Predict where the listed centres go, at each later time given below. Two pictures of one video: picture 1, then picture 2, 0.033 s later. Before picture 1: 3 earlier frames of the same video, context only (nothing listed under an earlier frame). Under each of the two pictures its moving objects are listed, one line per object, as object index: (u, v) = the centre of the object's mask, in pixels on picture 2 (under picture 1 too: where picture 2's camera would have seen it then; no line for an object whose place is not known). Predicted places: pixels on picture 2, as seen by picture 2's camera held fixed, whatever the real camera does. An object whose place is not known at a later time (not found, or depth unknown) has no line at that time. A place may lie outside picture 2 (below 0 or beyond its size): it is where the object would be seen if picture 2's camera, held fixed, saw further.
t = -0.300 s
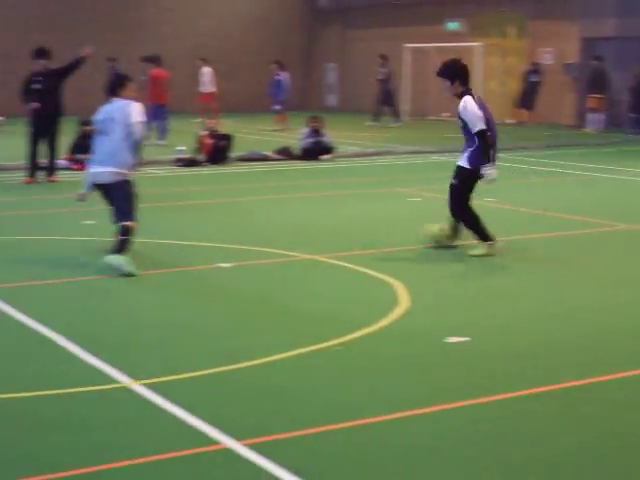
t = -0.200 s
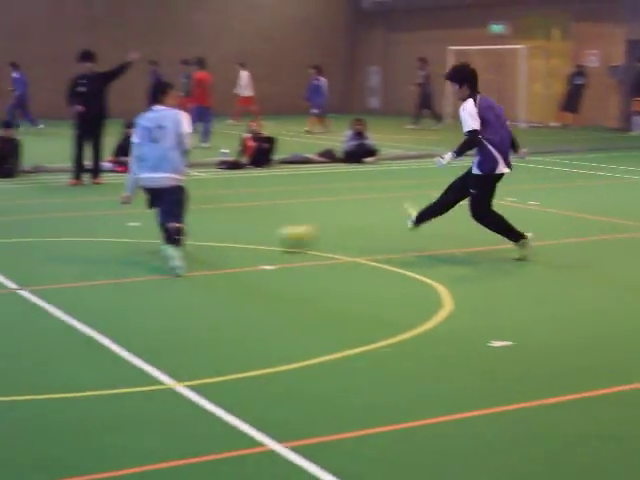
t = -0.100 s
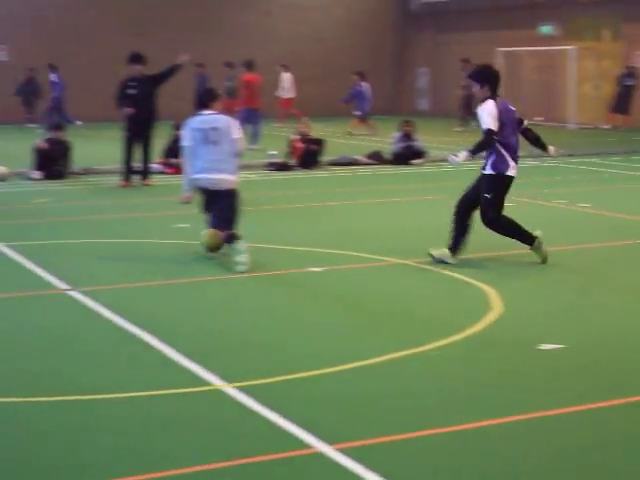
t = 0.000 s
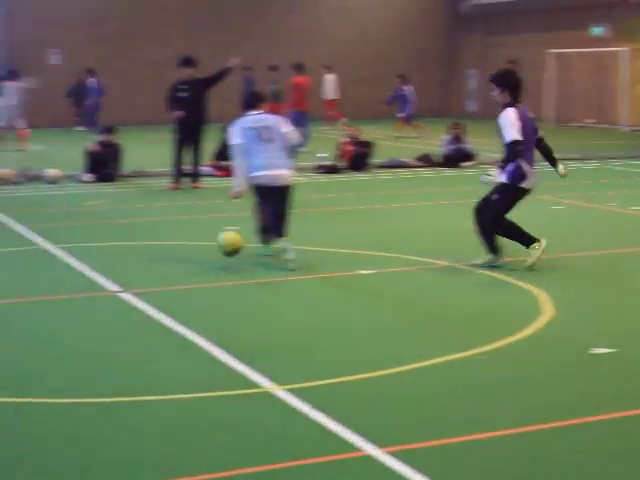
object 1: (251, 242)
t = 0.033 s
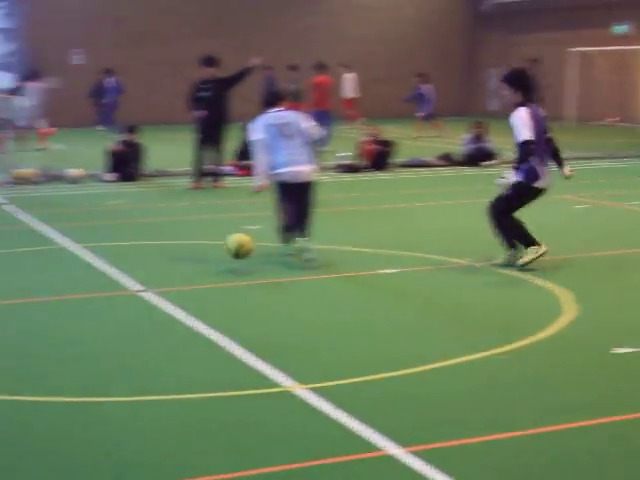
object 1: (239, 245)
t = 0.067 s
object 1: (229, 249)
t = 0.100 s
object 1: (216, 256)
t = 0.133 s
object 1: (203, 264)
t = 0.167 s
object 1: (190, 274)
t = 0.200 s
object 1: (178, 275)
